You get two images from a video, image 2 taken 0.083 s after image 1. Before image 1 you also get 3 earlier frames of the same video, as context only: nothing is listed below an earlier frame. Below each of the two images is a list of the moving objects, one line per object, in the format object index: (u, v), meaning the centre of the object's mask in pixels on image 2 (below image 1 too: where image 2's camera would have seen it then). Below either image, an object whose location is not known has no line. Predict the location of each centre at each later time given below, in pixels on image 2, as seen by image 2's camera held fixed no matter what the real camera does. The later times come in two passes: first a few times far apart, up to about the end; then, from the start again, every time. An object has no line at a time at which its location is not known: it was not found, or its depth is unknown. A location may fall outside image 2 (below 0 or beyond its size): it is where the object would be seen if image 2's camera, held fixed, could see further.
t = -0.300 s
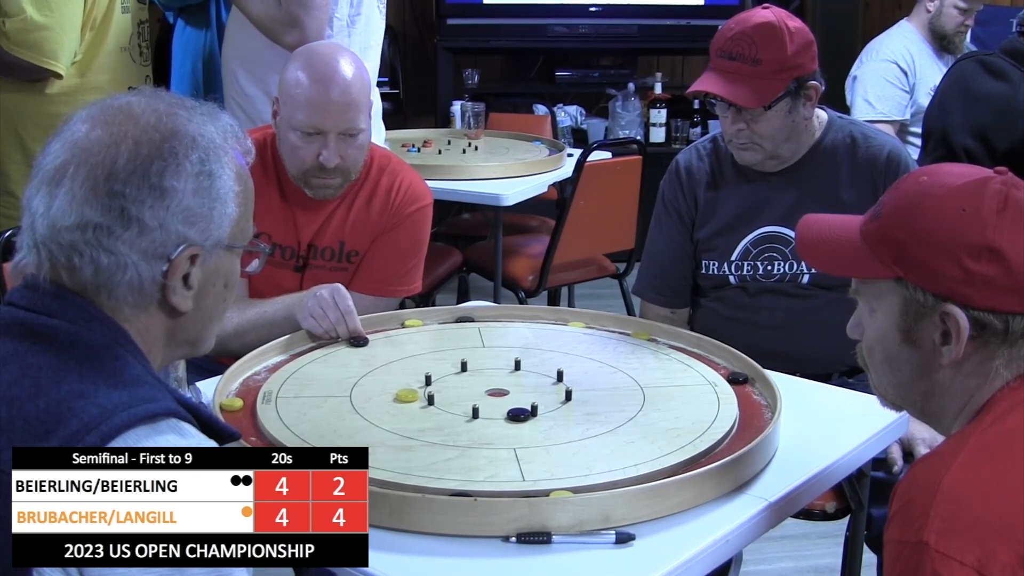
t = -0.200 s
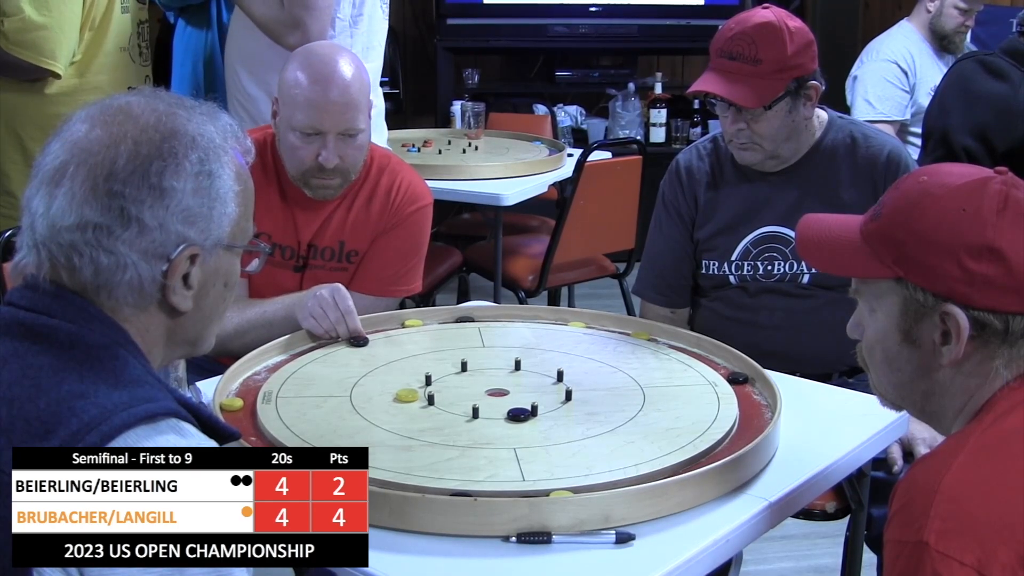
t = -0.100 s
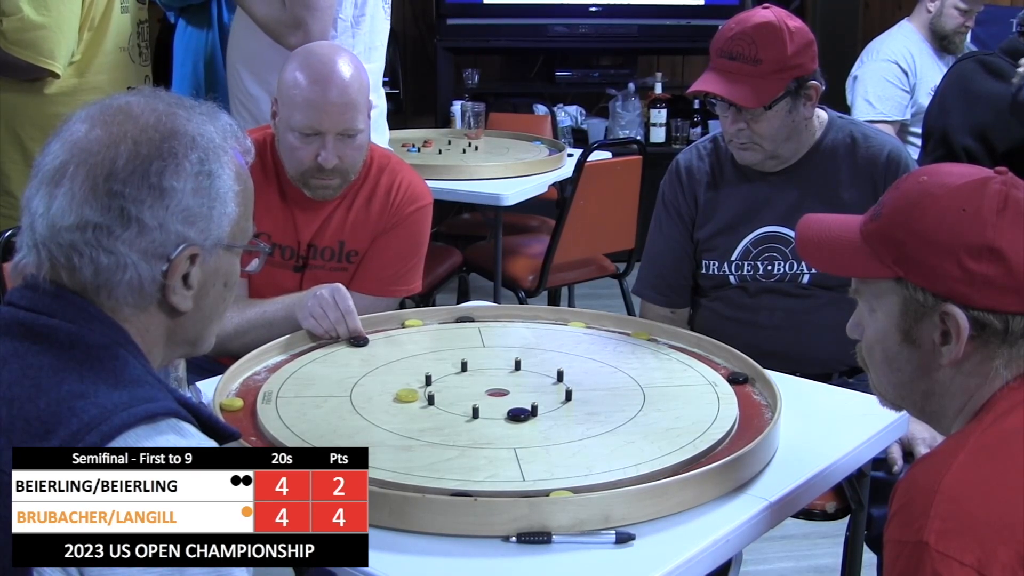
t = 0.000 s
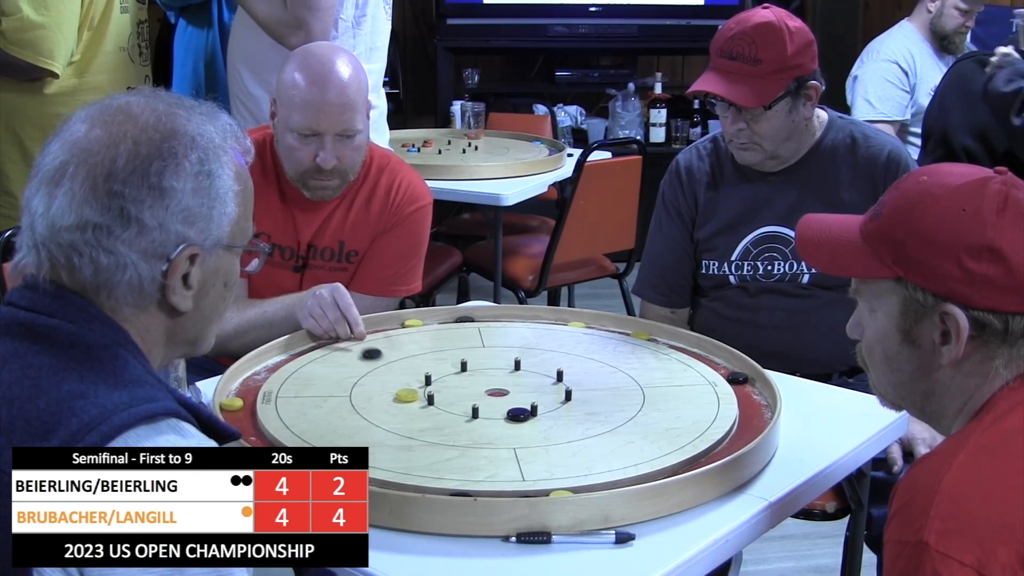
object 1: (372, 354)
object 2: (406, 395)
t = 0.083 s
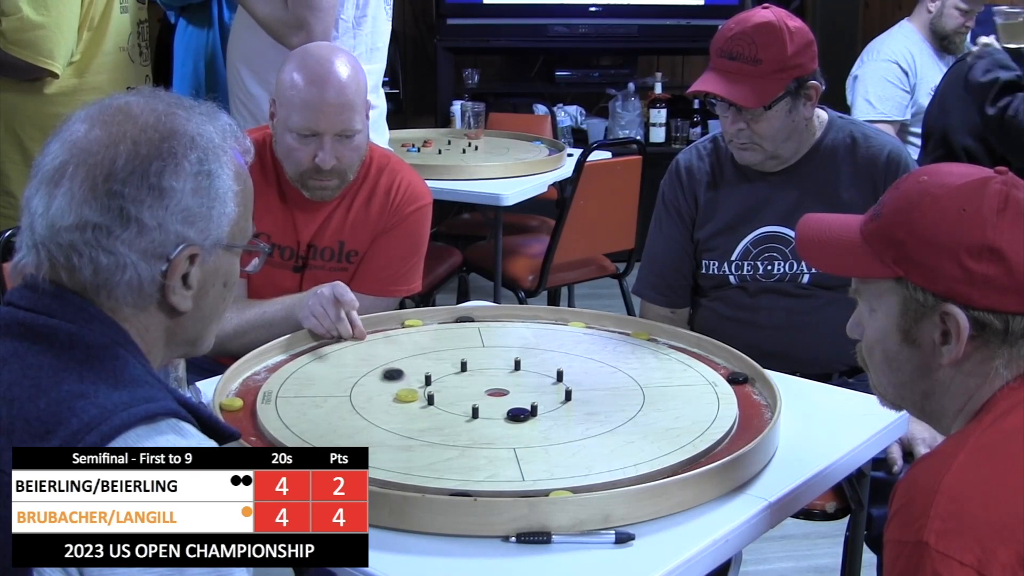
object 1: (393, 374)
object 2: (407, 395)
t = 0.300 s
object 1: (433, 388)
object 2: (419, 431)
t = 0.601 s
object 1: (446, 389)
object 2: (445, 489)
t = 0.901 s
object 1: (446, 389)
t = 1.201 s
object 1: (446, 389)
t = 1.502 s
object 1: (446, 389)
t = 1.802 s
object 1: (446, 389)
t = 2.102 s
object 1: (446, 389)
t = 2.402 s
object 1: (446, 389)
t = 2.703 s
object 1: (446, 388)
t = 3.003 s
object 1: (446, 388)
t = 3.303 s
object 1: (446, 388)
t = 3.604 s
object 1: (446, 389)
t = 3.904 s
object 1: (446, 388)
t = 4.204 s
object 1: (446, 388)
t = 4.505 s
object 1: (446, 388)
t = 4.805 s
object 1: (446, 388)
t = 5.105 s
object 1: (446, 389)
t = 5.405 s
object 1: (446, 389)
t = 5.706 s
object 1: (446, 389)
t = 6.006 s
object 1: (446, 389)
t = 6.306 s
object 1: (446, 389)
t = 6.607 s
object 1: (446, 389)
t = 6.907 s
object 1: (446, 389)
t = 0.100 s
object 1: (397, 378)
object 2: (407, 395)
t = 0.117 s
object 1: (401, 382)
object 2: (407, 395)
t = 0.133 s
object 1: (406, 385)
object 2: (407, 395)
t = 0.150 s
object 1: (409, 386)
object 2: (407, 399)
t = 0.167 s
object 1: (412, 387)
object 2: (408, 401)
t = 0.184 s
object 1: (415, 388)
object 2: (410, 407)
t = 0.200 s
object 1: (417, 388)
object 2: (411, 409)
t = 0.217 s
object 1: (420, 388)
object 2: (412, 415)
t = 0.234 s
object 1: (422, 388)
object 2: (414, 417)
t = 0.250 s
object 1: (425, 388)
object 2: (415, 422)
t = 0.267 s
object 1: (428, 388)
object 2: (416, 425)
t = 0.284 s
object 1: (430, 388)
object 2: (417, 429)
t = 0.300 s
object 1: (433, 388)
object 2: (419, 431)
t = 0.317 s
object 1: (435, 388)
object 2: (420, 436)
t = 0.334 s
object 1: (438, 388)
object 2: (421, 439)
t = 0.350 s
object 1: (440, 388)
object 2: (423, 443)
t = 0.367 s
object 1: (441, 388)
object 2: (424, 446)
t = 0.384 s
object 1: (442, 388)
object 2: (426, 451)
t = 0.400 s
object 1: (443, 388)
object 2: (427, 453)
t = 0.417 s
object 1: (443, 388)
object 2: (429, 457)
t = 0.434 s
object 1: (444, 388)
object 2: (430, 460)
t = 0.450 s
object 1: (445, 388)
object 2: (432, 464)
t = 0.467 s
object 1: (445, 388)
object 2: (433, 467)
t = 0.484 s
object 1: (446, 389)
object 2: (435, 470)
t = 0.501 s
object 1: (446, 389)
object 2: (436, 473)
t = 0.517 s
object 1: (446, 389)
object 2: (438, 477)
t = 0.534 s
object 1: (446, 389)
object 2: (439, 479)
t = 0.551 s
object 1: (446, 389)
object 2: (441, 483)
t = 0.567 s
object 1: (446, 389)
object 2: (442, 485)
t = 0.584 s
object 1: (446, 389)
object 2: (444, 488)
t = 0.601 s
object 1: (446, 389)
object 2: (445, 489)
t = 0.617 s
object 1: (446, 389)
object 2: (448, 492)
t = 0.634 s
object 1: (446, 389)
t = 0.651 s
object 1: (446, 389)
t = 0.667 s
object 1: (446, 389)
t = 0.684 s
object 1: (446, 389)
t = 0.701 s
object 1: (446, 389)
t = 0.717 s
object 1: (446, 389)
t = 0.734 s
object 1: (446, 389)
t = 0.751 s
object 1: (446, 389)
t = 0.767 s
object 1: (446, 389)
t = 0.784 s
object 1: (446, 389)
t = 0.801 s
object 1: (446, 389)
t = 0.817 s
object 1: (446, 389)
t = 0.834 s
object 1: (446, 389)
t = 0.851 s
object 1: (446, 389)
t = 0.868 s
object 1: (446, 389)
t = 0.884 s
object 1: (446, 389)
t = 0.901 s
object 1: (446, 389)
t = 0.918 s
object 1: (446, 389)
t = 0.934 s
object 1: (446, 389)
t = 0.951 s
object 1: (446, 389)
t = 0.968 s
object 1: (446, 389)
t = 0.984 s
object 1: (446, 389)
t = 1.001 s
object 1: (446, 389)
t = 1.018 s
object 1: (446, 389)
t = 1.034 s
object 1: (446, 389)
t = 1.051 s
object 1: (446, 389)
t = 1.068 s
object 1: (446, 389)
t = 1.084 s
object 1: (446, 389)
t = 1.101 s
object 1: (446, 389)
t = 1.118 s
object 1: (446, 389)
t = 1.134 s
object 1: (446, 389)
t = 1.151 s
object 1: (446, 389)
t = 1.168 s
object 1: (446, 389)
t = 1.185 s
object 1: (446, 389)
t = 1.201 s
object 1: (446, 389)
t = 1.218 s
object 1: (446, 389)
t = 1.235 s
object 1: (446, 389)
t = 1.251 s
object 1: (446, 389)
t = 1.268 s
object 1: (446, 389)
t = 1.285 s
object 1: (446, 389)
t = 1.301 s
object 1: (446, 389)
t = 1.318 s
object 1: (446, 389)
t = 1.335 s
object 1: (446, 389)
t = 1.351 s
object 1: (446, 389)
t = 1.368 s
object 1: (446, 389)
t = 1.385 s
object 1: (446, 389)
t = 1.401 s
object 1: (446, 389)
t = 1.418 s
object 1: (446, 389)
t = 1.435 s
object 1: (446, 389)
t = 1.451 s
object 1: (446, 389)
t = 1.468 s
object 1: (446, 389)
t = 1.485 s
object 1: (446, 389)
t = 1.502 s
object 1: (446, 389)
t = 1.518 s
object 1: (446, 389)
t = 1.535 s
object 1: (446, 389)
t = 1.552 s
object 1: (446, 389)
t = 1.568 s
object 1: (446, 389)
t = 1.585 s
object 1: (446, 389)
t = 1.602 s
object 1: (446, 389)
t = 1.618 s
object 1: (446, 389)
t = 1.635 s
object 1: (446, 389)
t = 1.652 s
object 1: (446, 389)
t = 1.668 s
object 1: (446, 389)
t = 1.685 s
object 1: (446, 389)
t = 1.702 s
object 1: (446, 389)
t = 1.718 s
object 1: (446, 389)
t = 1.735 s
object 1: (446, 389)
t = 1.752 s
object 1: (446, 389)
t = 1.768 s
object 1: (446, 389)
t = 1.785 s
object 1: (446, 389)
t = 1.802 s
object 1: (446, 389)
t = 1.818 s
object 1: (446, 389)
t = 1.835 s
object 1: (446, 389)
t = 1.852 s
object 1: (446, 389)
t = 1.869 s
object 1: (446, 389)
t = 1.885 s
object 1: (446, 389)
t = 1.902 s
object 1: (446, 389)
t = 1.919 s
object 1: (446, 389)
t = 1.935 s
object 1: (446, 389)
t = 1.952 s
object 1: (446, 389)
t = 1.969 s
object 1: (446, 389)
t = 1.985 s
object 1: (446, 389)
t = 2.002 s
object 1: (446, 389)
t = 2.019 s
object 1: (446, 389)
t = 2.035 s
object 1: (446, 389)
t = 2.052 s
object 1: (446, 389)
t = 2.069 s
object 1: (446, 389)
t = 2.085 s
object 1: (446, 389)
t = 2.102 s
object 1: (446, 389)
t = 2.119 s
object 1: (446, 389)
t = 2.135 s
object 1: (446, 389)
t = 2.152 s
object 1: (446, 389)
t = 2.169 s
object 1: (446, 389)
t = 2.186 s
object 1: (446, 389)
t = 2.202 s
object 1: (446, 389)
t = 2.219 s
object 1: (446, 389)
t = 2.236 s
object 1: (446, 389)
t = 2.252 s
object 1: (446, 389)
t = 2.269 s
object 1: (446, 389)
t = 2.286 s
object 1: (446, 389)
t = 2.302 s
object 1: (446, 389)
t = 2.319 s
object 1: (446, 389)
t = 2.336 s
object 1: (446, 389)
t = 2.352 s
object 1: (446, 389)
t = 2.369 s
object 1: (446, 389)
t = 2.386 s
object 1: (446, 389)
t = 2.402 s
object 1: (446, 389)
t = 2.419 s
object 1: (446, 389)
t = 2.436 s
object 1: (446, 389)
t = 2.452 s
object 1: (446, 389)
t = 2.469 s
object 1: (446, 389)
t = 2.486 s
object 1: (446, 389)
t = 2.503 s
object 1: (446, 389)
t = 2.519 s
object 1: (446, 389)
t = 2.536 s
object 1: (446, 389)
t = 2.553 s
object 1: (446, 389)
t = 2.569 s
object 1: (446, 389)
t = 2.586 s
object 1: (446, 389)
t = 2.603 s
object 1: (446, 389)
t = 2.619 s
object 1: (446, 389)
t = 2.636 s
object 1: (446, 388)
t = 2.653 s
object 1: (446, 388)
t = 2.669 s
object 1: (446, 388)
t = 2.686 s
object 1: (446, 388)
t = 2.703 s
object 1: (446, 388)
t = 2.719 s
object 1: (446, 388)
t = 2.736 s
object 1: (446, 388)
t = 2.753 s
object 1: (446, 388)
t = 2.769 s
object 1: (446, 388)
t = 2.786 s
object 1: (446, 388)
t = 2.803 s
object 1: (446, 388)
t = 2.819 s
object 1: (446, 388)
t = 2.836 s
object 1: (446, 388)
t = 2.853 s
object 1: (446, 388)
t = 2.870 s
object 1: (446, 388)
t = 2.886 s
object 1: (446, 388)
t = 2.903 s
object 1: (446, 388)
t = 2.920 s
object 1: (446, 388)
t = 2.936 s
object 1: (446, 388)
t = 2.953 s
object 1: (446, 388)
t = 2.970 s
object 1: (446, 388)
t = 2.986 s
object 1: (446, 388)
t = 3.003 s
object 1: (446, 388)
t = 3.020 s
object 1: (446, 388)
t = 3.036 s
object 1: (446, 388)
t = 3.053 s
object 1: (446, 388)
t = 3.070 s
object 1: (446, 388)
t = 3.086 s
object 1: (446, 388)
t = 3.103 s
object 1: (446, 388)
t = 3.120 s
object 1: (446, 388)
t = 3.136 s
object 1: (446, 388)
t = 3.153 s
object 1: (446, 388)
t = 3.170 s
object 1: (446, 388)
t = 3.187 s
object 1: (446, 388)
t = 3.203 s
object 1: (446, 388)
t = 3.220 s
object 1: (446, 388)
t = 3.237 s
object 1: (446, 388)
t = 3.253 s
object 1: (446, 388)
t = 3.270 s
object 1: (446, 388)
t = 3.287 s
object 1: (446, 388)
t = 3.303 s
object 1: (446, 388)
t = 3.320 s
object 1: (446, 388)
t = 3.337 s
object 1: (446, 388)
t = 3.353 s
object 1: (446, 388)
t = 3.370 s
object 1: (446, 388)
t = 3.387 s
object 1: (446, 388)
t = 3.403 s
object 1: (446, 388)
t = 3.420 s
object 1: (446, 388)
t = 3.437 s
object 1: (446, 388)
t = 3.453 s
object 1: (446, 388)
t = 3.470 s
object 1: (446, 388)
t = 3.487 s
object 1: (446, 388)
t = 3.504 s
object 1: (446, 388)
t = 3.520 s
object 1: (446, 388)
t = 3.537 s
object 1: (446, 388)
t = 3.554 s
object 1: (446, 388)
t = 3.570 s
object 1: (446, 388)
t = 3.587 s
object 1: (446, 388)
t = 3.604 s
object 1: (446, 389)
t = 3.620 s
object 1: (446, 389)
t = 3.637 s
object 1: (446, 389)
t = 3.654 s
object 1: (446, 389)
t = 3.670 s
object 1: (446, 389)
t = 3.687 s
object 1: (446, 388)
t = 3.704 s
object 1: (446, 388)
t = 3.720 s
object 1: (446, 388)
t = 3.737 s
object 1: (446, 388)
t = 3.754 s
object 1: (446, 388)
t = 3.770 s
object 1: (446, 388)
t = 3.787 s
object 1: (446, 388)
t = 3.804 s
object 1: (446, 388)
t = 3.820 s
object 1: (446, 388)
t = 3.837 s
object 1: (446, 388)
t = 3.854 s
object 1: (446, 388)
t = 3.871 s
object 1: (446, 388)
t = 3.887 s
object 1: (446, 388)
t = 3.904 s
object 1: (446, 388)
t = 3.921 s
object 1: (446, 388)
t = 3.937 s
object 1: (446, 388)
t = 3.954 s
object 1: (446, 388)
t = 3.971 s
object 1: (446, 388)
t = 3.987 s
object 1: (446, 388)
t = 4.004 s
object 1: (446, 388)
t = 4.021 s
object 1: (446, 388)
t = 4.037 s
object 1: (446, 388)
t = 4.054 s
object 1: (446, 388)
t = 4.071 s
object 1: (446, 388)
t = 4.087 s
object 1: (446, 388)
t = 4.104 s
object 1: (446, 388)
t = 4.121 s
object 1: (446, 388)
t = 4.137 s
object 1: (446, 388)
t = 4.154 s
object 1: (446, 388)
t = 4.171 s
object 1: (446, 388)
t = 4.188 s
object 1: (446, 388)
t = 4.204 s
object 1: (446, 388)
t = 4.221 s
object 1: (446, 388)
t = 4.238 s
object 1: (446, 388)
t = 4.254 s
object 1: (446, 388)
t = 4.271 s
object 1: (446, 388)
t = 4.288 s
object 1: (446, 388)
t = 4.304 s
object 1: (446, 388)
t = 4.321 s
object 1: (446, 388)
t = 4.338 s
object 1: (446, 388)
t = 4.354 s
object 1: (446, 388)
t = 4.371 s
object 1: (446, 389)
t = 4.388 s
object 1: (446, 388)
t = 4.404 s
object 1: (446, 388)
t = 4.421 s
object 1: (446, 388)
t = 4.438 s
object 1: (446, 388)
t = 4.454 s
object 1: (446, 389)
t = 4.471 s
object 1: (446, 388)
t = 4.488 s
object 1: (446, 388)
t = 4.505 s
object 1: (446, 388)
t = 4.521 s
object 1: (446, 389)
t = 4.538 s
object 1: (446, 389)
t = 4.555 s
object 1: (446, 389)
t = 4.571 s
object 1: (446, 389)
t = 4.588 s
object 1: (446, 389)
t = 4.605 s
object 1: (446, 389)
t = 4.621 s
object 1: (446, 389)
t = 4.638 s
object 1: (446, 389)
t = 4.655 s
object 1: (446, 389)
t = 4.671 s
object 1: (446, 389)
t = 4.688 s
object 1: (446, 388)
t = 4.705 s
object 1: (446, 388)
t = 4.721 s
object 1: (446, 388)
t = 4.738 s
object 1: (446, 388)
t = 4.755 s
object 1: (446, 388)
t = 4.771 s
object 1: (446, 388)
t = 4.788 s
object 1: (446, 388)
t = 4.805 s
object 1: (446, 388)
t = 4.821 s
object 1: (446, 388)
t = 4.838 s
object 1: (446, 388)
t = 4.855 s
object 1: (446, 388)
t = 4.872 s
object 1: (446, 388)
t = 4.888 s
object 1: (446, 388)
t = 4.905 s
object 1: (446, 388)
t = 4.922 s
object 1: (446, 389)
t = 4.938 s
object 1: (446, 389)
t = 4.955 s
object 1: (446, 389)
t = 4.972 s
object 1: (446, 389)
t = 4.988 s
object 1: (446, 389)
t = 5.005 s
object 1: (446, 389)
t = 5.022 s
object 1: (446, 389)
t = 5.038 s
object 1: (446, 389)
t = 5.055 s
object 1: (446, 389)
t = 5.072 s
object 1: (446, 389)
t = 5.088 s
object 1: (446, 389)
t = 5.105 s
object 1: (446, 389)
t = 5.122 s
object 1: (446, 389)
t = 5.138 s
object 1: (446, 389)
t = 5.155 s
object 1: (446, 389)
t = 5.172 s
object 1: (446, 389)
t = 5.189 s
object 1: (446, 389)
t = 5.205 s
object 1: (446, 389)
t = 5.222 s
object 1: (446, 389)
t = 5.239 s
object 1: (446, 389)
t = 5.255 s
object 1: (446, 389)
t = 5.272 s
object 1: (446, 389)
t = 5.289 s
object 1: (446, 389)
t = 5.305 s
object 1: (446, 389)
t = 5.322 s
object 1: (446, 389)
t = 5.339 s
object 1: (446, 389)
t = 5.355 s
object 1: (446, 389)
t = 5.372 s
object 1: (446, 389)
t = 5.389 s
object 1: (446, 389)
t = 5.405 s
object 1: (446, 389)
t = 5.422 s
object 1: (446, 389)
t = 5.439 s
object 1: (446, 389)
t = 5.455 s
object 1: (446, 389)
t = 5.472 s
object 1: (446, 389)
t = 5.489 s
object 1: (446, 389)
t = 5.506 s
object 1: (446, 389)
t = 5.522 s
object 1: (446, 389)
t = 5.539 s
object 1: (446, 389)
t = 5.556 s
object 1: (446, 389)
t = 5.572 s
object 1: (446, 389)
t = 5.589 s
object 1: (446, 389)
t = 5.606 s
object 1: (446, 389)
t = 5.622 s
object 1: (446, 389)
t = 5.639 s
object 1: (446, 389)
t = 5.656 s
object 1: (446, 389)
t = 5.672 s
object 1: (446, 389)
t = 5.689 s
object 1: (446, 389)
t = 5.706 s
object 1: (446, 389)
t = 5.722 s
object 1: (446, 389)
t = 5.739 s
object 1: (446, 389)
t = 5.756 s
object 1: (446, 389)
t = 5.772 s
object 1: (446, 389)
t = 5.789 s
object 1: (446, 389)
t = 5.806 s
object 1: (446, 389)
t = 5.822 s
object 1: (446, 389)
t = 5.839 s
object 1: (446, 389)
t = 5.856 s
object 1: (446, 389)
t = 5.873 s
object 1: (446, 389)
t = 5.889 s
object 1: (446, 389)
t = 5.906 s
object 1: (446, 389)
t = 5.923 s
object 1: (446, 389)
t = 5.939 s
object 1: (446, 389)
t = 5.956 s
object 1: (446, 389)
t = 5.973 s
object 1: (446, 389)
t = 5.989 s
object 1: (446, 389)
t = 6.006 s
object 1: (446, 389)
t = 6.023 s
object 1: (446, 389)
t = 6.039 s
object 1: (446, 389)
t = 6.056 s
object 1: (446, 389)
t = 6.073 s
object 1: (446, 389)
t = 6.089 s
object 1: (446, 389)
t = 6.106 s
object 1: (446, 389)
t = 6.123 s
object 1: (446, 389)
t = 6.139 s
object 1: (446, 389)
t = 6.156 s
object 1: (446, 389)
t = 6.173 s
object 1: (446, 389)
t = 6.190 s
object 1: (446, 389)
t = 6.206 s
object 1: (446, 389)
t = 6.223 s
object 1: (446, 389)
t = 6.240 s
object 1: (446, 389)
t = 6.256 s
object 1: (446, 389)
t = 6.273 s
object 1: (446, 389)
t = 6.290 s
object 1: (446, 389)
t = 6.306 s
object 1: (446, 389)
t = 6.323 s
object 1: (446, 389)
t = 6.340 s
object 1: (446, 389)
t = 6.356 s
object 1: (446, 389)
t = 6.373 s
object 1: (446, 389)
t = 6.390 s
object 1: (446, 389)
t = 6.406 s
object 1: (446, 389)
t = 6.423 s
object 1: (446, 389)
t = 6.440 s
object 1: (446, 389)
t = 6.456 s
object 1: (446, 389)
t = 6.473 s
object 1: (446, 389)
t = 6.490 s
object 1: (446, 389)
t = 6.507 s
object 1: (446, 389)
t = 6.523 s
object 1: (446, 389)
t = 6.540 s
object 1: (446, 389)
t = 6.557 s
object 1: (446, 389)
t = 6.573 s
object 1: (446, 389)
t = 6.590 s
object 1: (446, 389)
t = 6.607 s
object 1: (446, 389)
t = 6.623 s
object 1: (446, 389)
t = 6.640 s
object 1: (446, 389)
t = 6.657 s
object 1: (446, 389)
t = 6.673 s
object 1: (446, 389)
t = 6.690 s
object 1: (446, 389)
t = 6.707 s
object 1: (446, 389)
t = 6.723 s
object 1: (446, 389)
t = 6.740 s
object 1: (446, 389)
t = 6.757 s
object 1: (446, 389)
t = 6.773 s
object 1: (446, 389)
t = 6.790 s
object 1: (446, 389)
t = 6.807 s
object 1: (446, 389)
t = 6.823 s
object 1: (446, 389)
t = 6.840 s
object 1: (446, 389)
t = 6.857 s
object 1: (446, 389)
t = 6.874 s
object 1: (446, 389)
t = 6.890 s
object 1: (446, 389)
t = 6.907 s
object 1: (446, 389)
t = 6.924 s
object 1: (446, 389)
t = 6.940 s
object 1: (446, 389)
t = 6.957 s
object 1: (446, 389)
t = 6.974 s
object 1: (446, 389)
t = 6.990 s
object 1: (446, 389)
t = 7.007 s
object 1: (446, 389)
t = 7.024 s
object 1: (446, 389)
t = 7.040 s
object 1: (446, 389)
